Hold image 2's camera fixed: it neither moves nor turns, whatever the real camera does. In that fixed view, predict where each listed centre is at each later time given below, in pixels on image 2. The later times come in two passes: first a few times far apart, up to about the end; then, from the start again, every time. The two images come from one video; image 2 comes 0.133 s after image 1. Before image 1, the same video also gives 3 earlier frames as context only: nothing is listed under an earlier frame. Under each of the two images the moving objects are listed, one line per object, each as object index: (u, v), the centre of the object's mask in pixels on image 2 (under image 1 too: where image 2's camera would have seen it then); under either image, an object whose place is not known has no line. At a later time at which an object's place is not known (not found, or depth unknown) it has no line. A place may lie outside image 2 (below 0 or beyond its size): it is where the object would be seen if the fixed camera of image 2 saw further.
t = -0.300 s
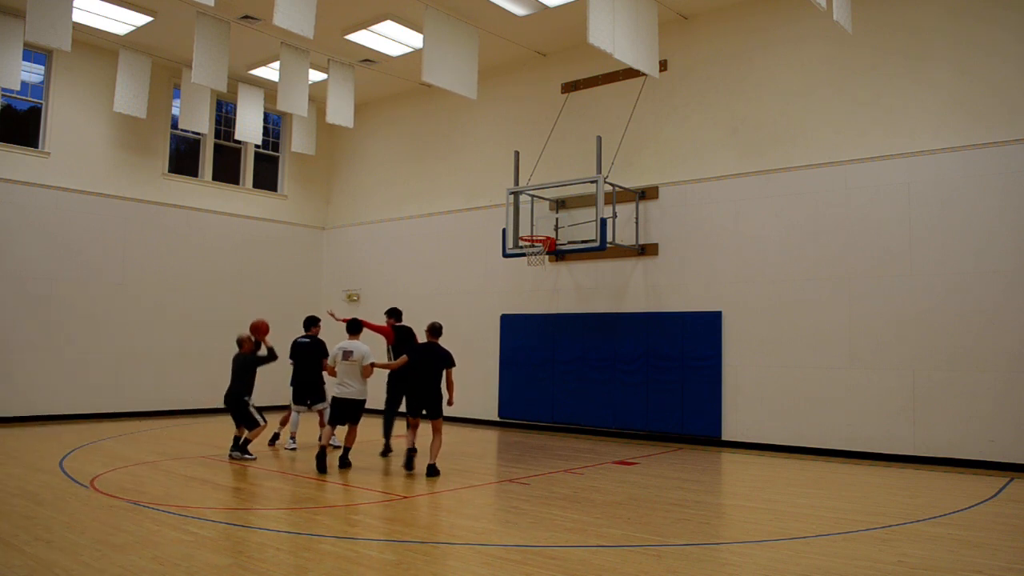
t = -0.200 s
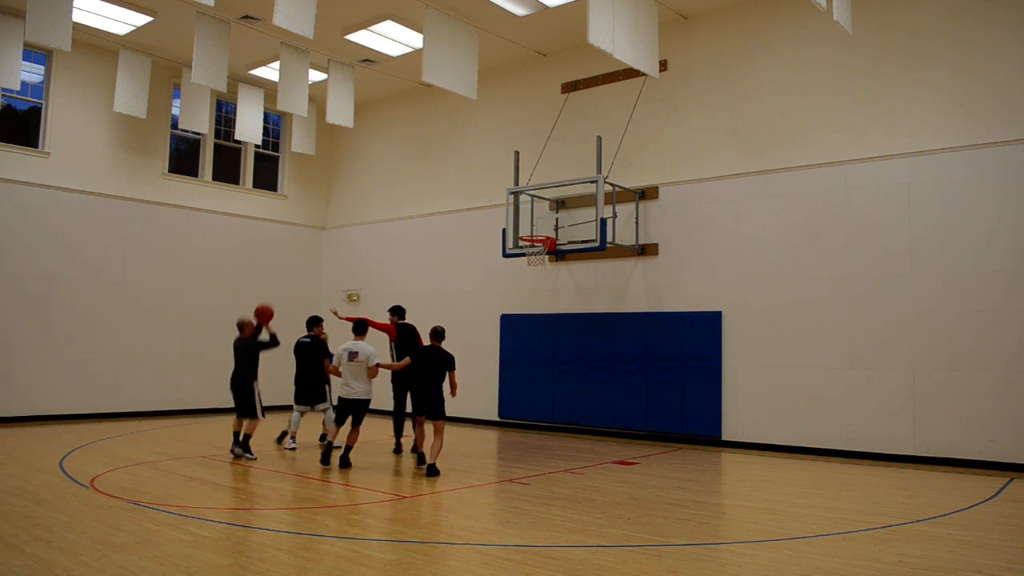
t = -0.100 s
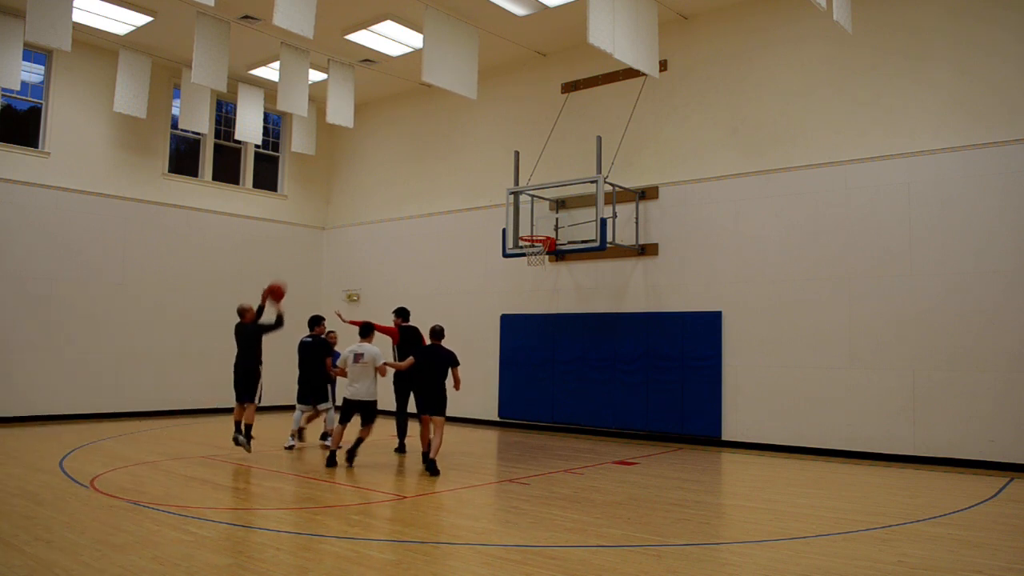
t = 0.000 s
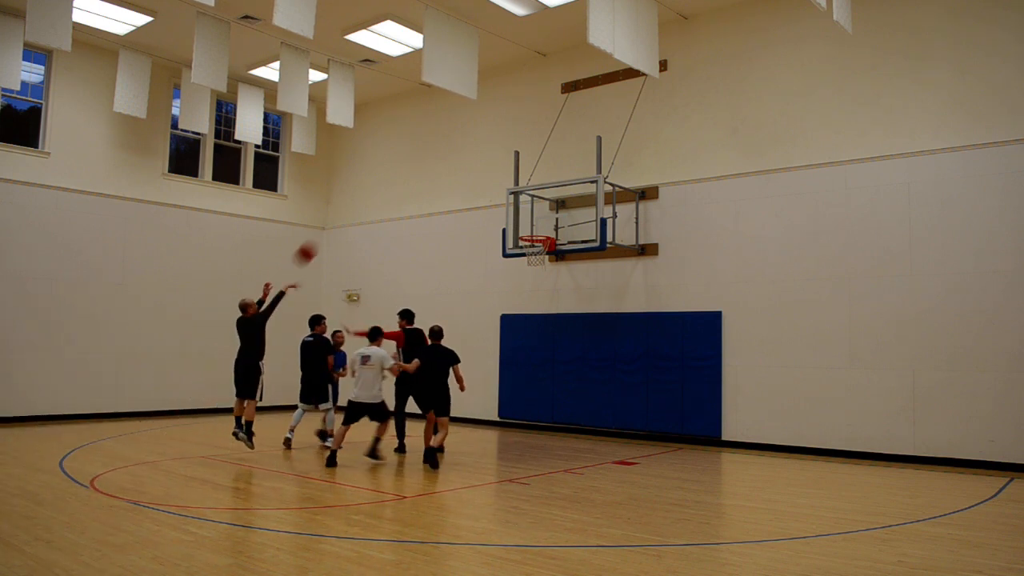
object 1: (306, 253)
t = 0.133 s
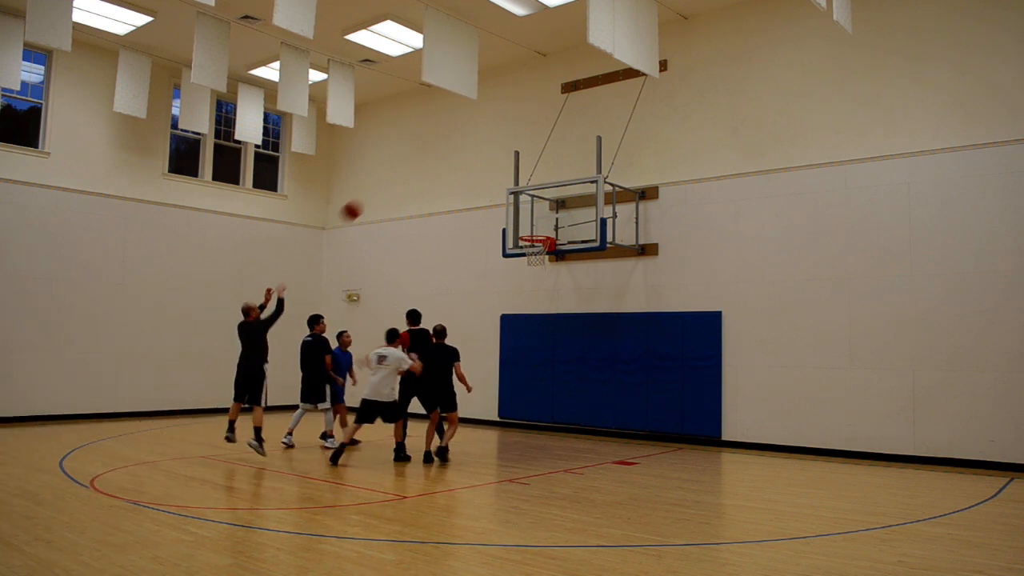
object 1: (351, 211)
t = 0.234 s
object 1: (384, 189)
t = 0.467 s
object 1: (451, 170)
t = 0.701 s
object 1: (512, 189)
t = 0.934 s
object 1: (567, 242)
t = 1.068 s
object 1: (552, 252)
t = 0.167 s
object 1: (362, 203)
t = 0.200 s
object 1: (372, 195)
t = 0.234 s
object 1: (384, 189)
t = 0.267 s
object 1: (394, 184)
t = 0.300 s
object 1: (403, 180)
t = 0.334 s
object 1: (413, 176)
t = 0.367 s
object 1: (423, 173)
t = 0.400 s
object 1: (433, 172)
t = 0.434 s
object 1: (442, 170)
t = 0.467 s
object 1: (451, 170)
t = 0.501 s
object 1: (460, 171)
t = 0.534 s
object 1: (469, 172)
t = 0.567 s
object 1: (479, 174)
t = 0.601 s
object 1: (487, 176)
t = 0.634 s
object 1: (496, 180)
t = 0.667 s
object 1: (504, 184)
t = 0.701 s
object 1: (512, 189)
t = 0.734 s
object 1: (520, 195)
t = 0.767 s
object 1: (528, 201)
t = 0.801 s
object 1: (536, 207)
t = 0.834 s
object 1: (544, 215)
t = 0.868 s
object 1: (552, 223)
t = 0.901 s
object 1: (559, 232)
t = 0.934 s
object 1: (567, 242)
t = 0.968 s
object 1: (565, 245)
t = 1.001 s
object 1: (559, 246)
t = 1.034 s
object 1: (556, 248)
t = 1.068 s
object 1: (552, 252)
